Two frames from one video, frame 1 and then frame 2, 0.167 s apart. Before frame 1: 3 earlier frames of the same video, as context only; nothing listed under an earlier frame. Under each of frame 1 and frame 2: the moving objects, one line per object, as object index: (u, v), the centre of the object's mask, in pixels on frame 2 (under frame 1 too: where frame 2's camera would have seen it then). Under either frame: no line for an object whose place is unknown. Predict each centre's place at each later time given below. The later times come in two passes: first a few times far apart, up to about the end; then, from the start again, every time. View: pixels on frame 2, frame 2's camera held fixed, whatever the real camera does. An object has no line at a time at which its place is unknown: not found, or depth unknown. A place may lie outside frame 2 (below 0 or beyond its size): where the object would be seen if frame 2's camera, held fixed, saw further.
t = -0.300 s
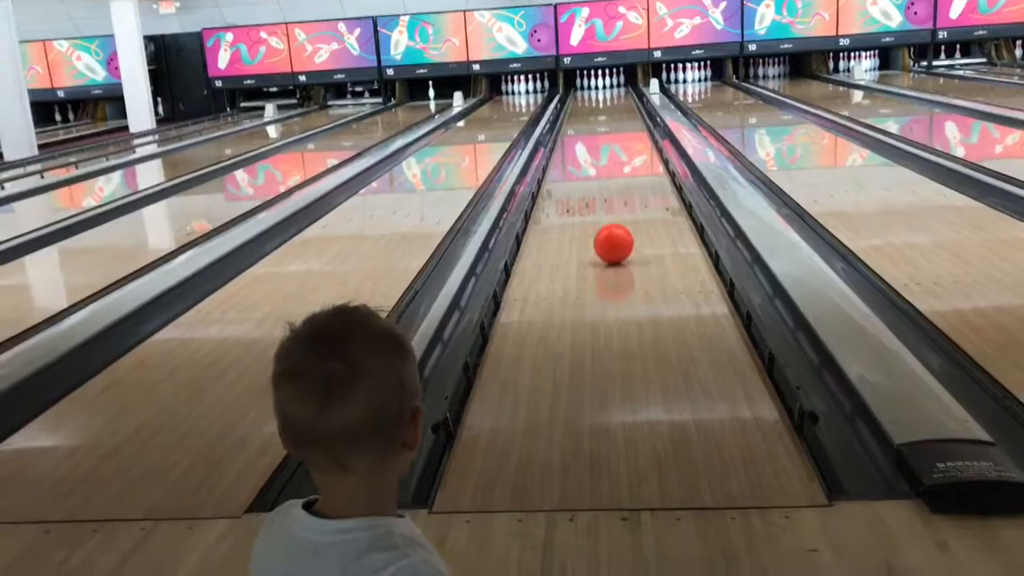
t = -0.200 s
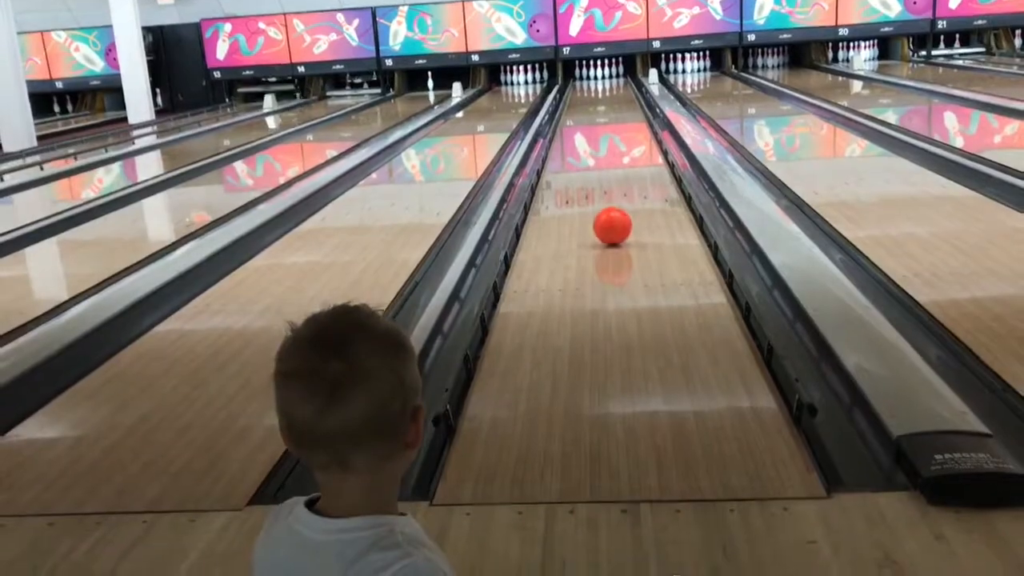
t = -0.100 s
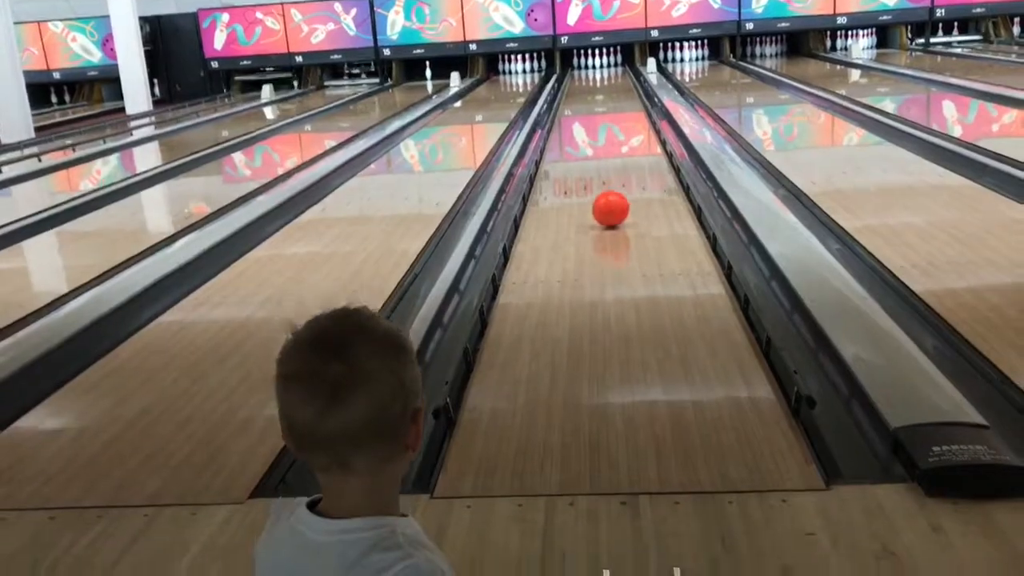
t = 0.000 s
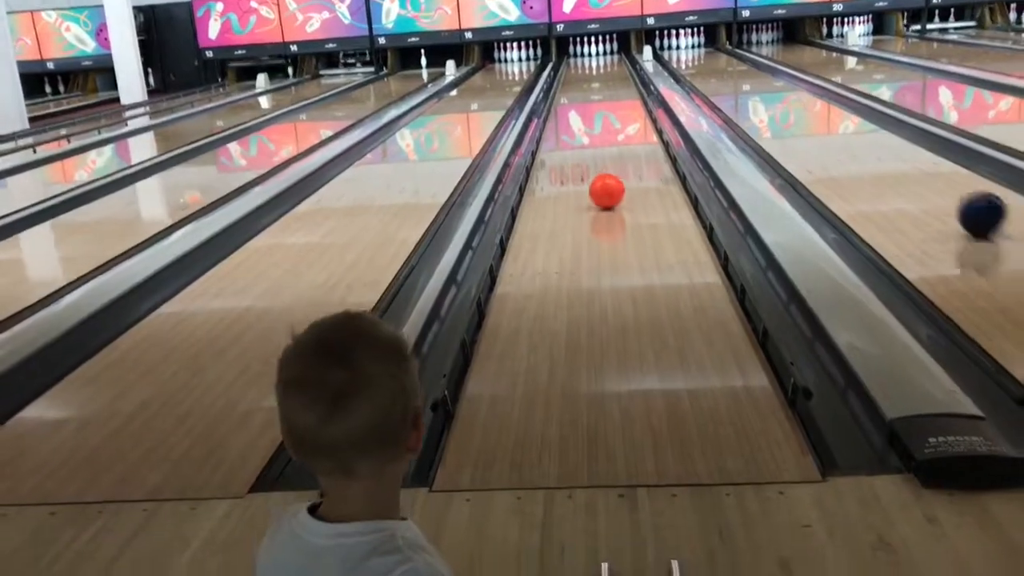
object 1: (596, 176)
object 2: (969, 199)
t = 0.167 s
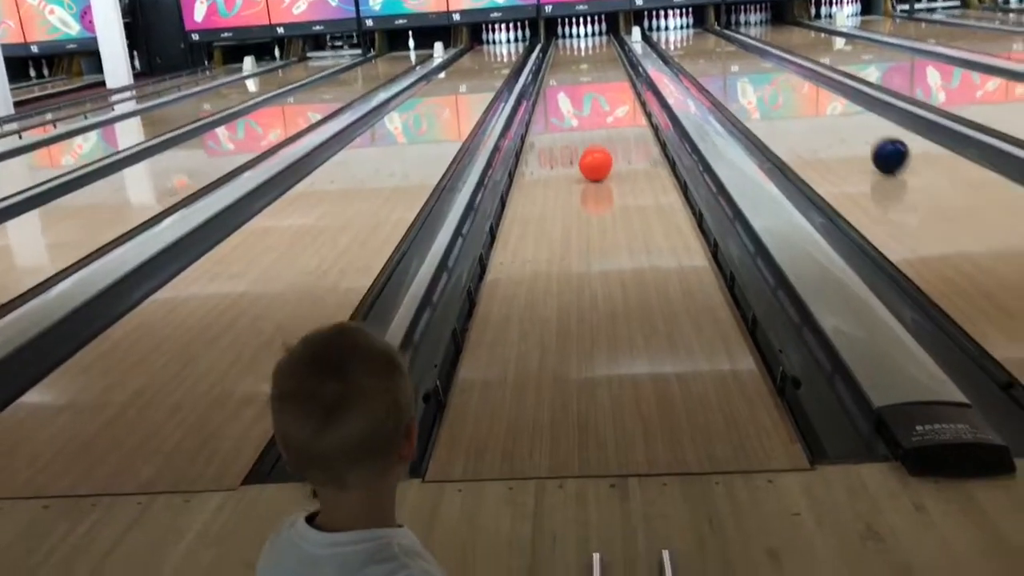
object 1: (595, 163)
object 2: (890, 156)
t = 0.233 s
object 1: (595, 160)
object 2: (866, 143)
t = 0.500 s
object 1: (594, 144)
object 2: (797, 104)
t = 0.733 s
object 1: (593, 131)
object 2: (758, 83)
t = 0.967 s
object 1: (593, 121)
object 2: (729, 68)
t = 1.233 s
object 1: (592, 110)
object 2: (706, 61)
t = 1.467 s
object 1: (592, 102)
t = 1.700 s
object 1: (592, 95)
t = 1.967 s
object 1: (592, 87)
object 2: (664, 32)
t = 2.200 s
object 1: (592, 82)
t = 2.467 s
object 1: (592, 77)
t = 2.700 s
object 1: (592, 72)
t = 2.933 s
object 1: (593, 68)
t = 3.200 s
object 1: (593, 65)
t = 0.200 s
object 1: (595, 162)
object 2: (878, 149)
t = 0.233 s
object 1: (595, 160)
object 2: (866, 143)
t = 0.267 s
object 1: (595, 157)
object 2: (856, 136)
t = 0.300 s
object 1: (595, 156)
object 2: (846, 131)
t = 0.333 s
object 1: (595, 154)
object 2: (837, 125)
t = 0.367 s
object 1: (595, 152)
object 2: (827, 121)
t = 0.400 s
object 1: (595, 150)
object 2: (819, 116)
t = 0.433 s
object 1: (595, 148)
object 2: (812, 112)
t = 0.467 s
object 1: (594, 146)
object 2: (804, 108)
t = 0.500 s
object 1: (594, 144)
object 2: (797, 104)
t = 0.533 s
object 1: (594, 142)
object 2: (790, 100)
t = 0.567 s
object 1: (594, 140)
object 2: (784, 97)
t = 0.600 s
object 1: (594, 139)
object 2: (778, 94)
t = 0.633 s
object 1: (594, 137)
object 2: (772, 91)
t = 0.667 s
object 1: (594, 135)
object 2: (767, 88)
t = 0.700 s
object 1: (594, 133)
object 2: (762, 85)
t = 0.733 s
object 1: (593, 131)
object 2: (758, 83)
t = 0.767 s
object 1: (593, 129)
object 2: (753, 80)
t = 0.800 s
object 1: (593, 128)
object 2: (748, 78)
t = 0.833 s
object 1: (593, 126)
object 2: (744, 75)
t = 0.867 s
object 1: (593, 125)
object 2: (740, 73)
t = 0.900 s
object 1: (593, 124)
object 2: (736, 71)
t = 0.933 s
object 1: (593, 122)
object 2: (732, 70)
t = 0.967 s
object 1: (593, 121)
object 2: (729, 68)
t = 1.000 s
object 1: (593, 119)
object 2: (726, 66)
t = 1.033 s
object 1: (593, 118)
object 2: (723, 64)
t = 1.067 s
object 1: (592, 116)
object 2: (719, 63)
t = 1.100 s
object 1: (592, 115)
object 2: (716, 61)
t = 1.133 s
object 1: (592, 113)
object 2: (713, 61)
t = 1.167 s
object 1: (592, 112)
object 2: (711, 62)
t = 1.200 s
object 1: (592, 111)
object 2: (708, 61)
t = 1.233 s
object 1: (592, 110)
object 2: (706, 61)
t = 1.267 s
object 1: (592, 108)
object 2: (704, 61)
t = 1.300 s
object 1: (592, 108)
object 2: (703, 61)
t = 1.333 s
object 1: (592, 106)
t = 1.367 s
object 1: (592, 105)
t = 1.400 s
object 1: (592, 104)
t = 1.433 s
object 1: (592, 103)
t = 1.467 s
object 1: (592, 102)
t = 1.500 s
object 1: (592, 101)
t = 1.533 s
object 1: (592, 100)
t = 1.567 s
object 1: (592, 99)
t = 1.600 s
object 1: (592, 98)
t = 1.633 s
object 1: (592, 97)
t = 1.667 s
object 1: (592, 96)
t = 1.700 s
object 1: (592, 95)
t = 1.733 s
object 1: (592, 93)
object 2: (675, 43)
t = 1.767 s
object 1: (592, 92)
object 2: (673, 41)
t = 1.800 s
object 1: (592, 92)
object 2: (671, 39)
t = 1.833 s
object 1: (592, 91)
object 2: (670, 38)
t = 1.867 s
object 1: (592, 90)
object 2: (668, 36)
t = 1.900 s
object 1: (592, 90)
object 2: (667, 34)
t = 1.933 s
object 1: (592, 89)
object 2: (665, 33)
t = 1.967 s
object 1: (592, 87)
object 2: (664, 32)
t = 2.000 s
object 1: (592, 87)
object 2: (663, 32)
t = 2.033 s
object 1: (592, 86)
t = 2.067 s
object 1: (593, 85)
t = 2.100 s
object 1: (592, 85)
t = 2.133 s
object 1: (592, 84)
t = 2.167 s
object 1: (592, 82)
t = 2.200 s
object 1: (592, 82)
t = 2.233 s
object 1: (592, 81)
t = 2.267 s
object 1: (592, 81)
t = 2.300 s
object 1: (592, 80)
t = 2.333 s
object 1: (592, 80)
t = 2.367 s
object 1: (592, 79)
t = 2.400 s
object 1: (592, 77)
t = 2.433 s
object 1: (592, 78)
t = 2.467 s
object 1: (592, 77)
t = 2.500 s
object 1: (592, 76)
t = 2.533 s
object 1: (592, 74)
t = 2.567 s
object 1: (592, 74)
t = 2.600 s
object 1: (592, 73)
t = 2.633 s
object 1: (593, 72)
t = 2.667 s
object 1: (592, 72)
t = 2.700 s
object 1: (592, 72)
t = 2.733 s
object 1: (592, 71)
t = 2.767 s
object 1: (592, 70)
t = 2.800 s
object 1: (592, 70)
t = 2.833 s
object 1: (592, 70)
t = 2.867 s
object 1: (592, 69)
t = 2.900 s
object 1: (592, 69)
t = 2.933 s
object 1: (593, 68)
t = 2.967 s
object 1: (593, 68)
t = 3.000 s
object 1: (593, 67)
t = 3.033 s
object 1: (593, 67)
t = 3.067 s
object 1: (593, 66)
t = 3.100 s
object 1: (593, 66)
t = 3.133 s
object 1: (594, 66)
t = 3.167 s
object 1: (593, 65)
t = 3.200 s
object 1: (593, 65)
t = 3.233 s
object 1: (593, 63)
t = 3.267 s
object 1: (593, 63)
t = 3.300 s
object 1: (593, 62)
